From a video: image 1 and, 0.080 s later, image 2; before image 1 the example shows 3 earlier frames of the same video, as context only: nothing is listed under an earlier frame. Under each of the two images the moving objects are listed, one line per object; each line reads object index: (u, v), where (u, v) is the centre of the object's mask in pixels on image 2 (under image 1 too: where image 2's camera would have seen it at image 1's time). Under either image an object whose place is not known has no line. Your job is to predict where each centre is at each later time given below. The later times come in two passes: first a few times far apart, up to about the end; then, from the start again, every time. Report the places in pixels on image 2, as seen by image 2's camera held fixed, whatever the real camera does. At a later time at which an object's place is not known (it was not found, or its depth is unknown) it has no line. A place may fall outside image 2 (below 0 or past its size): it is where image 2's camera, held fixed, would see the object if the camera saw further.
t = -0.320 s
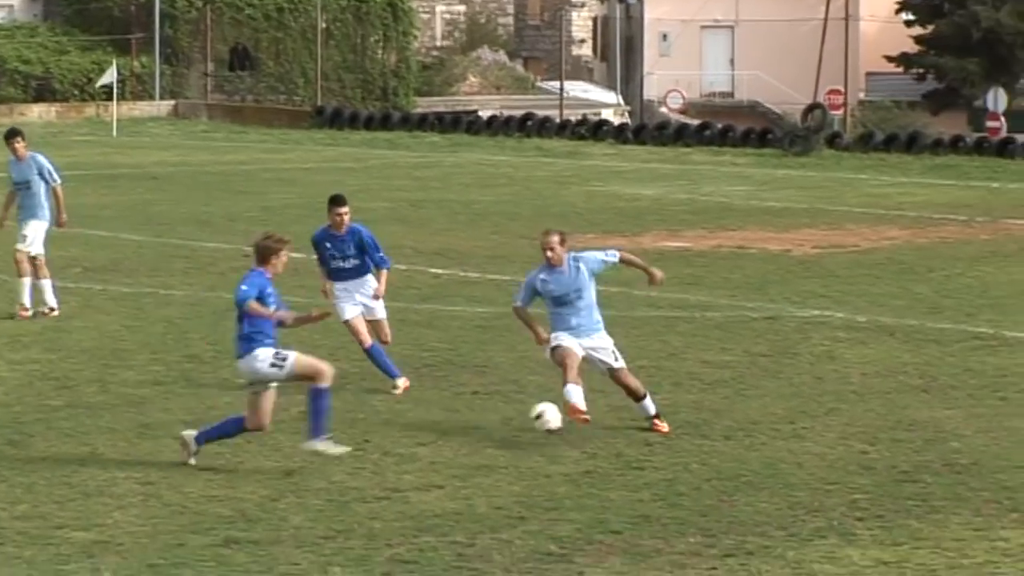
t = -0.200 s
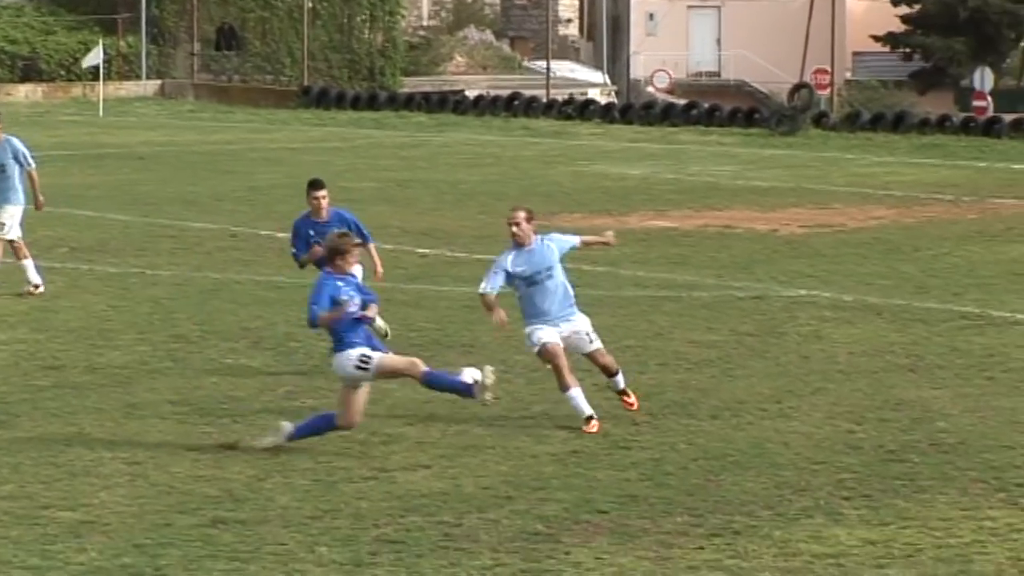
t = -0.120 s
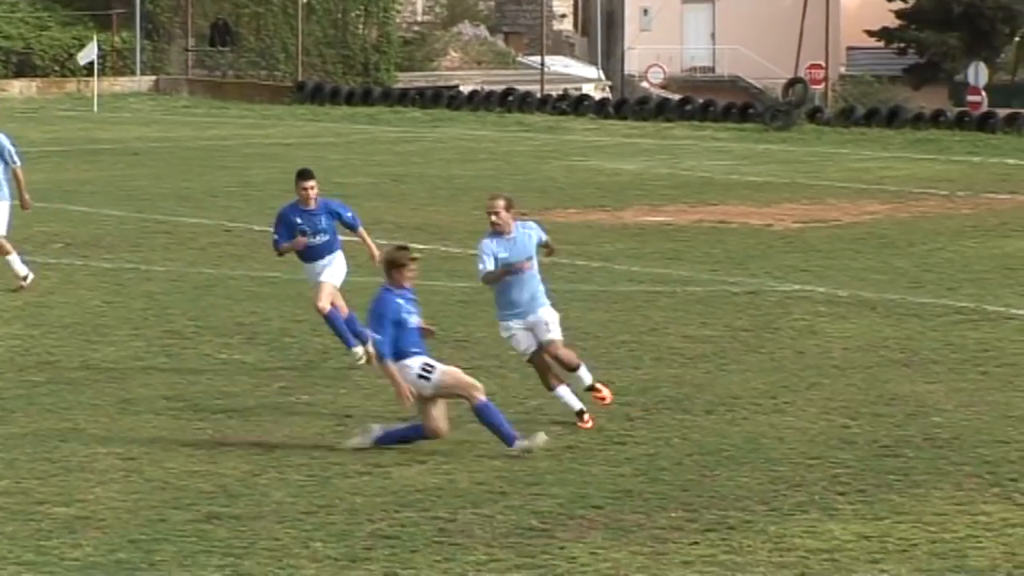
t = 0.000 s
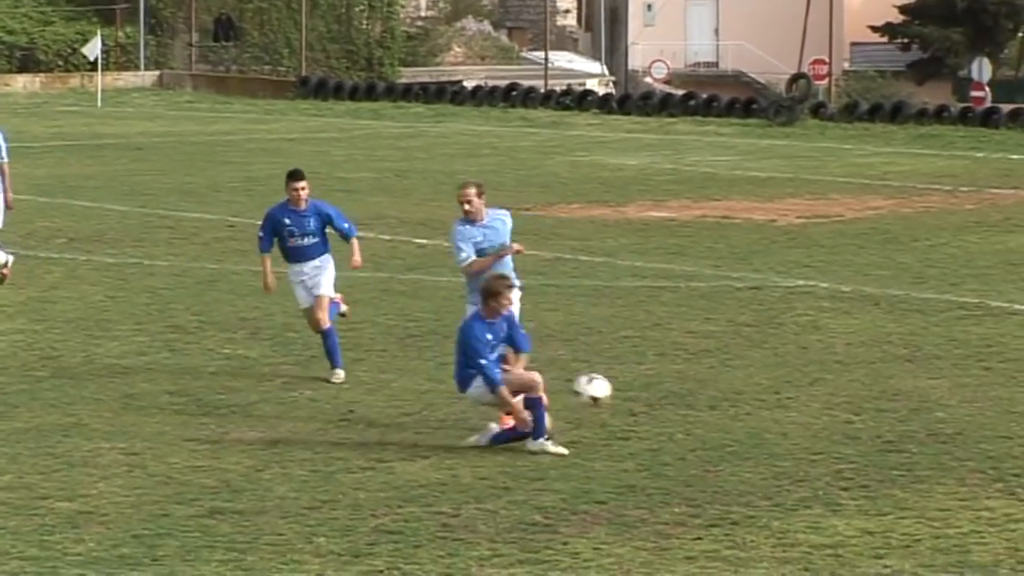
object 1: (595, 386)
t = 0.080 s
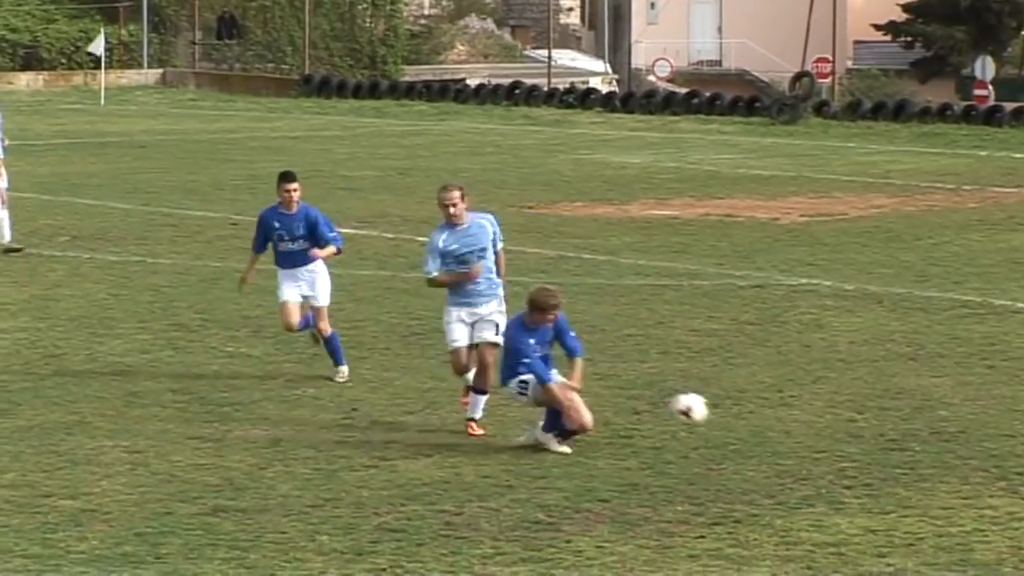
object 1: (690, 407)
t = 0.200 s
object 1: (806, 421)
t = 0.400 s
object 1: (930, 394)
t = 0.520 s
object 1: (1002, 407)
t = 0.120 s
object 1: (738, 422)
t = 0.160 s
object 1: (782, 432)
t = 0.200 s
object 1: (806, 421)
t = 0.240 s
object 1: (832, 410)
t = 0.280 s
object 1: (856, 403)
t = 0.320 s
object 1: (881, 398)
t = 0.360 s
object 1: (905, 394)
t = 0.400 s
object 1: (930, 394)
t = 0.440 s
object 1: (955, 396)
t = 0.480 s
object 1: (979, 399)
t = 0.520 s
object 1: (1002, 407)
